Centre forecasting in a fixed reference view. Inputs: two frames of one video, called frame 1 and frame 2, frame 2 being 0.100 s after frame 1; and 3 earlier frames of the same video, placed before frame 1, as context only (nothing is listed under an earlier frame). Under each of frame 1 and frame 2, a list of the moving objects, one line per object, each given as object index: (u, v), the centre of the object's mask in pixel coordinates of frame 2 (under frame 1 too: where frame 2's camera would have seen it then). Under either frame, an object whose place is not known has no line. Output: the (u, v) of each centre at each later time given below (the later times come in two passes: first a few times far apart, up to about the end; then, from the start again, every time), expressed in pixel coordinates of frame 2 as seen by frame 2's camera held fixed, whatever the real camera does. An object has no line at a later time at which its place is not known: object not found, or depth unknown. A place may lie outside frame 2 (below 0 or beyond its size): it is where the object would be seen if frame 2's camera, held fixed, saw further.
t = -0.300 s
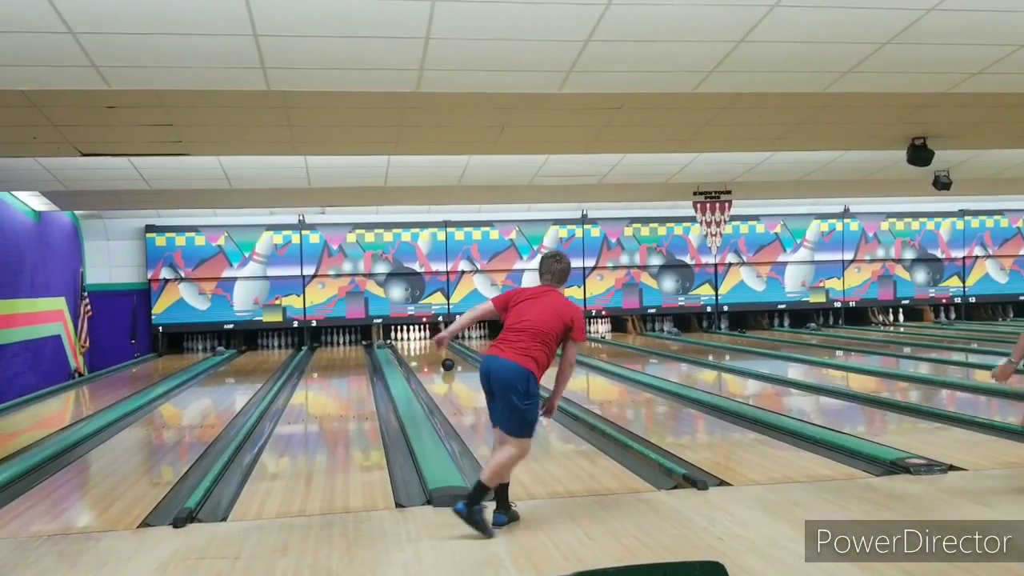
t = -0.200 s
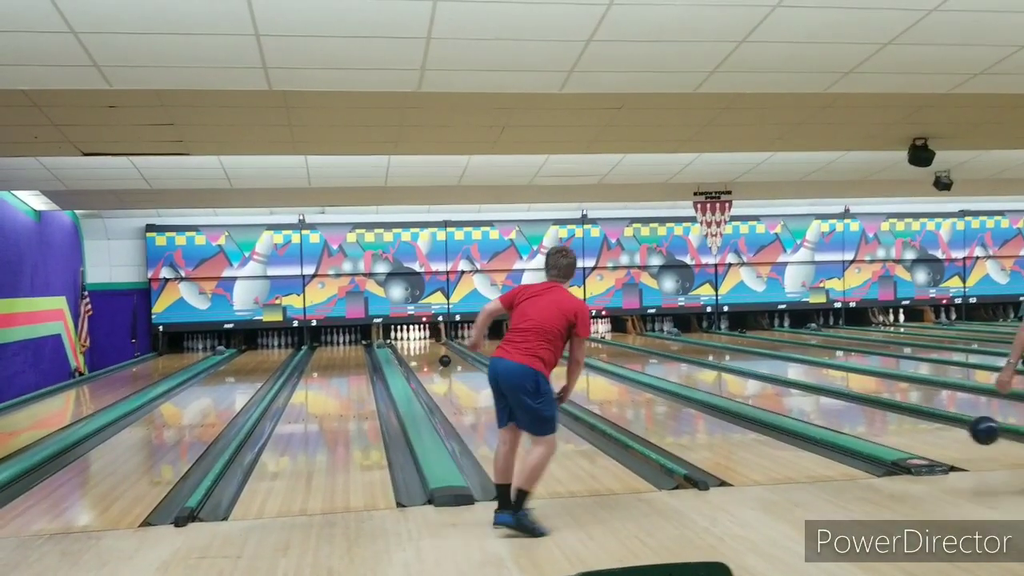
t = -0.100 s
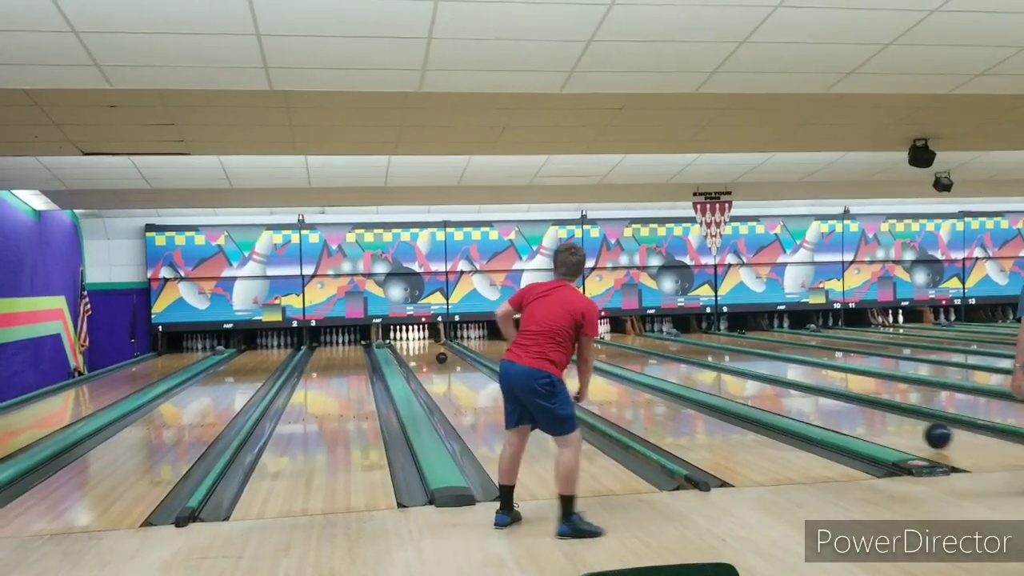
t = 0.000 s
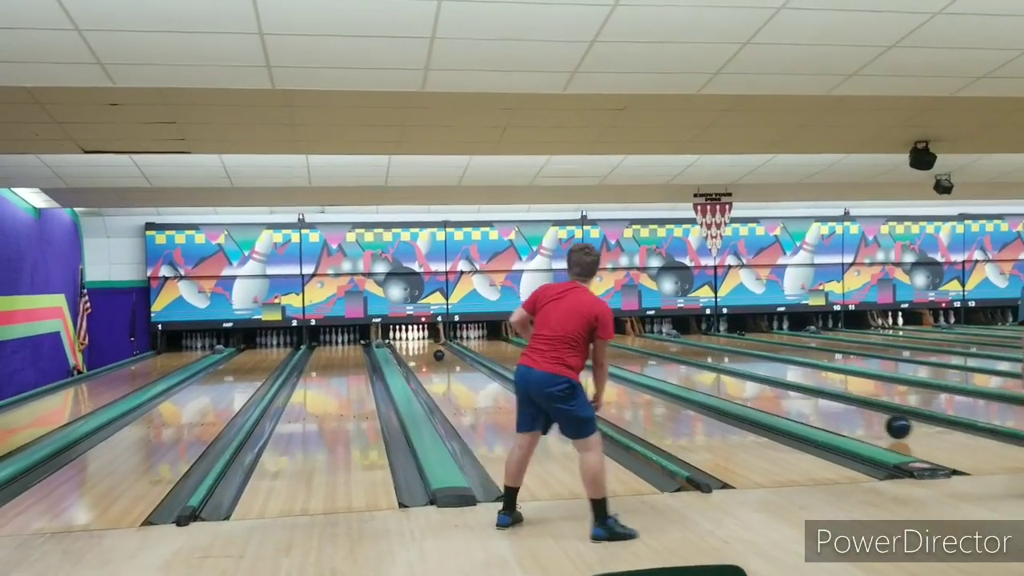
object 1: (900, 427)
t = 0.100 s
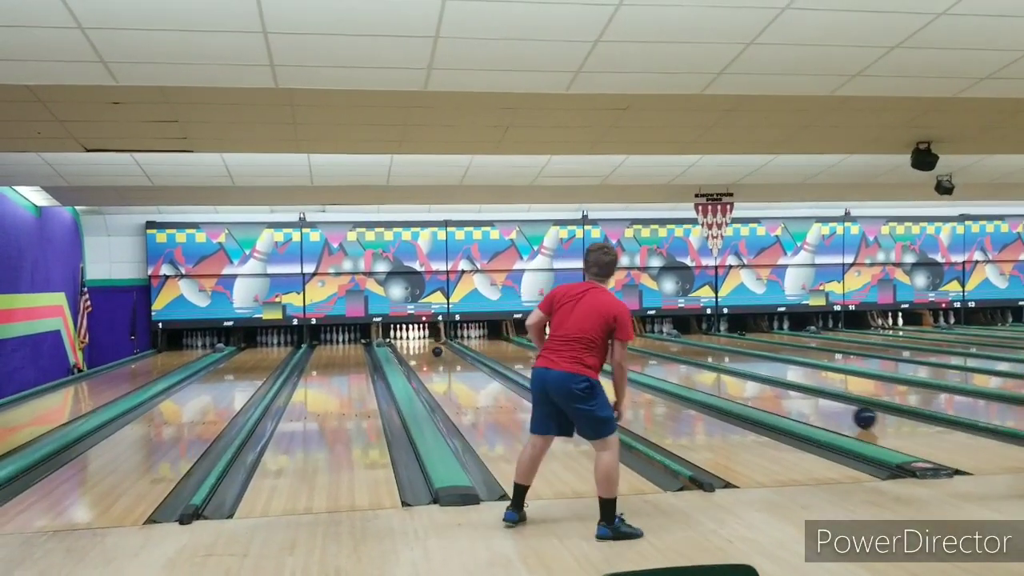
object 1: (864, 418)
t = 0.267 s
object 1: (816, 404)
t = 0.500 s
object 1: (761, 388)
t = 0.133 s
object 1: (854, 415)
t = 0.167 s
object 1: (844, 412)
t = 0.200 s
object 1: (835, 410)
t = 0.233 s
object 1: (825, 407)
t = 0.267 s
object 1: (816, 404)
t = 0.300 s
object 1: (807, 401)
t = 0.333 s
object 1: (798, 399)
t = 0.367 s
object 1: (790, 396)
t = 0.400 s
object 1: (782, 394)
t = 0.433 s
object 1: (776, 392)
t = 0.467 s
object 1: (769, 390)
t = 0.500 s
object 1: (761, 388)
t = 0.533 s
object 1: (755, 387)
